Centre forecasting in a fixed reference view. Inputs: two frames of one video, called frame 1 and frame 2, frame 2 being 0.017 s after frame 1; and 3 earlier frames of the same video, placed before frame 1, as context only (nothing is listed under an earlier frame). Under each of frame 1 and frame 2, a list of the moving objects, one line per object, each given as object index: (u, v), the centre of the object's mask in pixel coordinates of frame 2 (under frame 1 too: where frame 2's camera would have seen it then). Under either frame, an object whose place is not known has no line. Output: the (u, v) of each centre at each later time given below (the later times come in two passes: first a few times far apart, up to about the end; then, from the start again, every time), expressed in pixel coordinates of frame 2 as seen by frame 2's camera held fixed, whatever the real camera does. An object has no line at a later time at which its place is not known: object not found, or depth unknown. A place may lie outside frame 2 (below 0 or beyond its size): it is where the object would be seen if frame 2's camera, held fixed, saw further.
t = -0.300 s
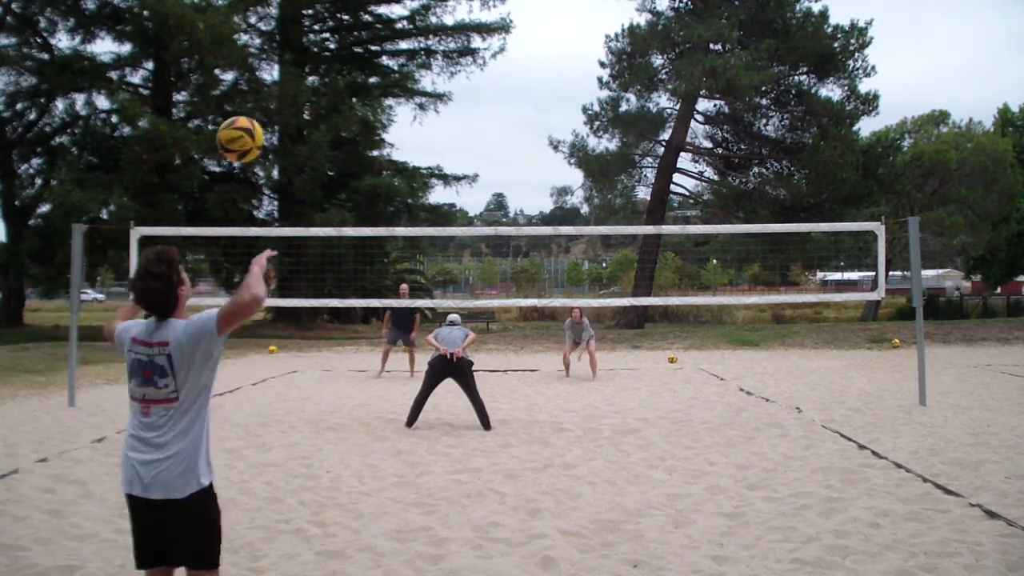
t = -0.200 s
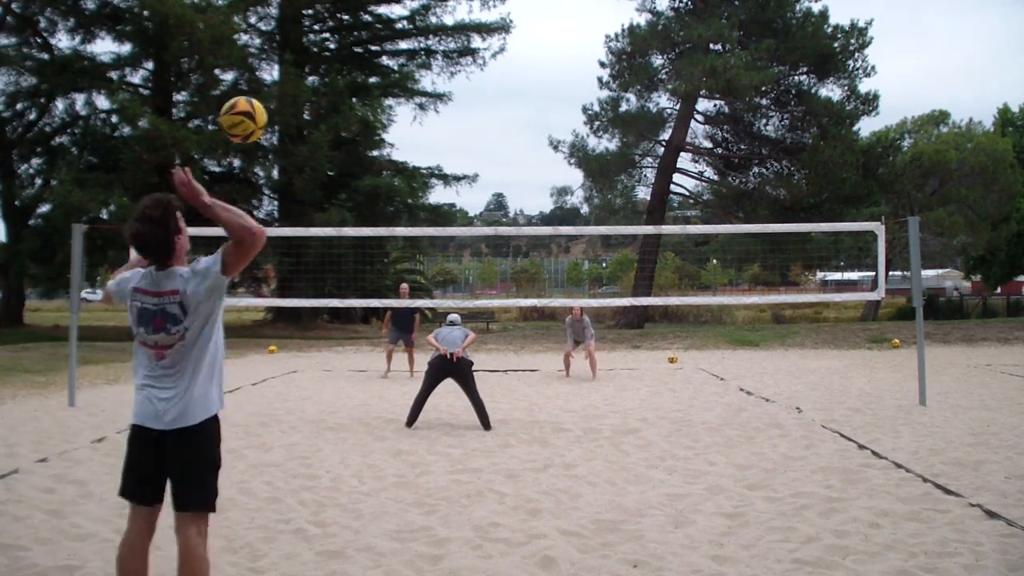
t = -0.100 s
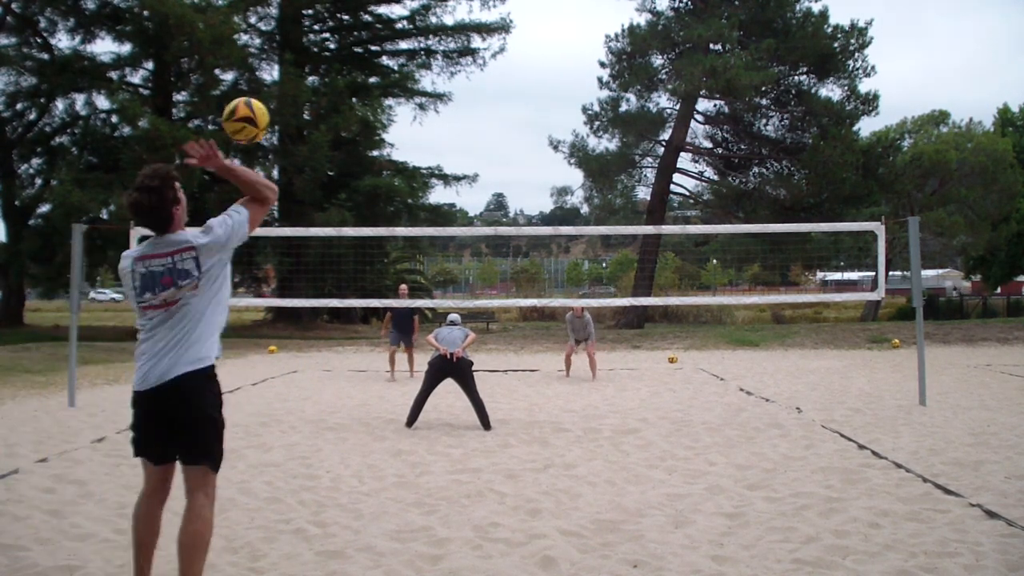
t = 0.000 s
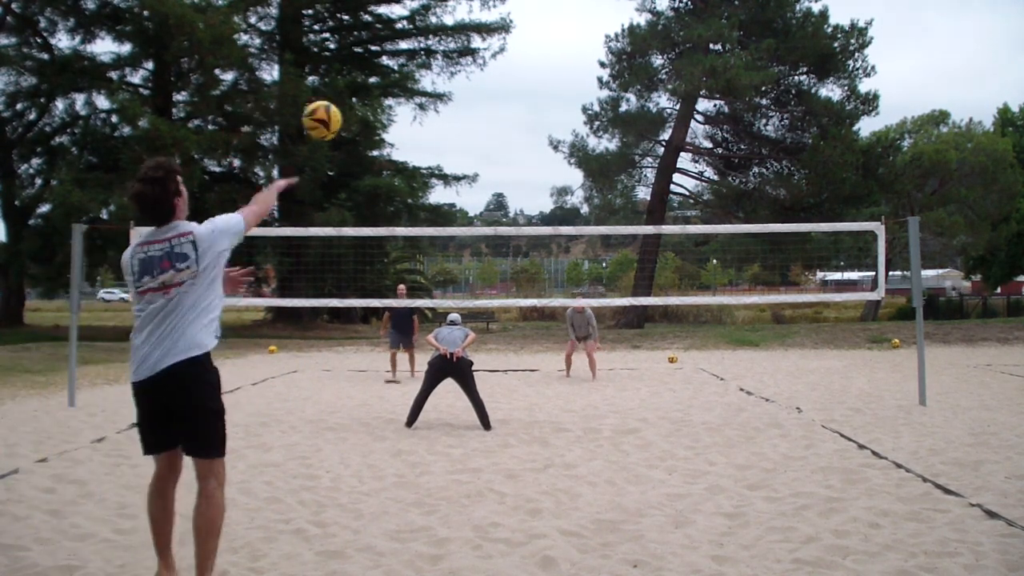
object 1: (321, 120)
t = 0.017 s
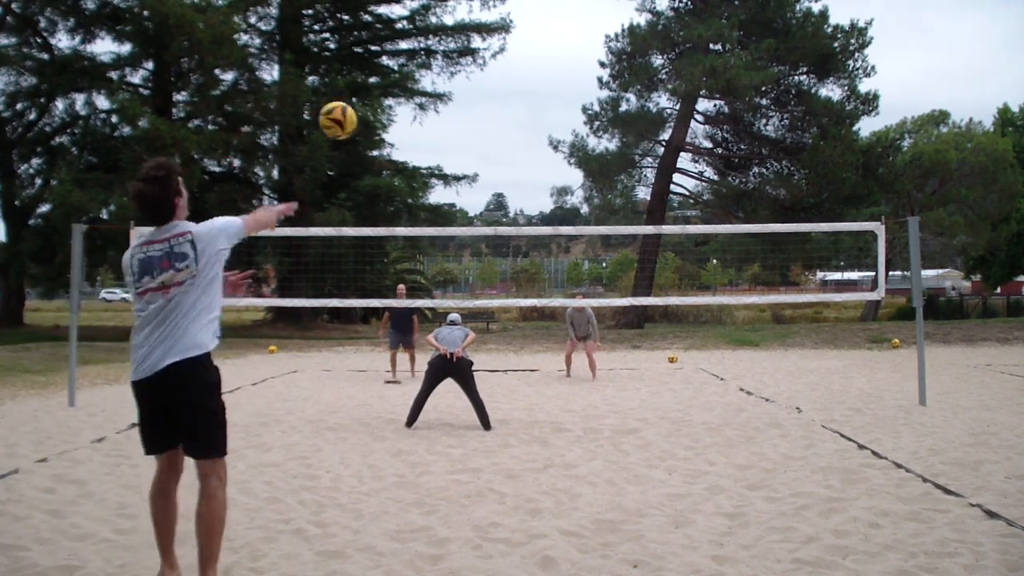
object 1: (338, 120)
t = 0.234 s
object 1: (459, 140)
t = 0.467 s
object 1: (524, 190)
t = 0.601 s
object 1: (550, 224)
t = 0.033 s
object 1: (352, 120)
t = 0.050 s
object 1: (365, 121)
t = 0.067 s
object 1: (377, 122)
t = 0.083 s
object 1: (388, 122)
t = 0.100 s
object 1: (398, 124)
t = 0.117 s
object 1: (408, 126)
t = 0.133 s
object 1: (416, 128)
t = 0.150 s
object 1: (424, 129)
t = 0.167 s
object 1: (432, 131)
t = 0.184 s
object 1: (439, 133)
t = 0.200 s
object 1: (446, 135)
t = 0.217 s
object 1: (452, 138)
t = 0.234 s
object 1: (459, 140)
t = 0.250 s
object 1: (465, 143)
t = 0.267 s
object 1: (470, 146)
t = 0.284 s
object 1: (476, 149)
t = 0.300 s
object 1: (481, 152)
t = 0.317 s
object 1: (486, 155)
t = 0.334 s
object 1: (490, 159)
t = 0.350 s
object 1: (495, 162)
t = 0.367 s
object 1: (499, 166)
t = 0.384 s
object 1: (504, 169)
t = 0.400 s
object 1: (508, 173)
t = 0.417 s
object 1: (512, 177)
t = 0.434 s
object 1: (517, 181)
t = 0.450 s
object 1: (520, 186)
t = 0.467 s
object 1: (524, 190)
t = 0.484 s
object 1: (528, 195)
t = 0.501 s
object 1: (531, 199)
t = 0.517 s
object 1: (534, 204)
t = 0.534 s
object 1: (538, 209)
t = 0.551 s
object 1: (541, 214)
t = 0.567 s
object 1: (545, 218)
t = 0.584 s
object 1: (547, 221)
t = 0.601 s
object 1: (550, 224)
